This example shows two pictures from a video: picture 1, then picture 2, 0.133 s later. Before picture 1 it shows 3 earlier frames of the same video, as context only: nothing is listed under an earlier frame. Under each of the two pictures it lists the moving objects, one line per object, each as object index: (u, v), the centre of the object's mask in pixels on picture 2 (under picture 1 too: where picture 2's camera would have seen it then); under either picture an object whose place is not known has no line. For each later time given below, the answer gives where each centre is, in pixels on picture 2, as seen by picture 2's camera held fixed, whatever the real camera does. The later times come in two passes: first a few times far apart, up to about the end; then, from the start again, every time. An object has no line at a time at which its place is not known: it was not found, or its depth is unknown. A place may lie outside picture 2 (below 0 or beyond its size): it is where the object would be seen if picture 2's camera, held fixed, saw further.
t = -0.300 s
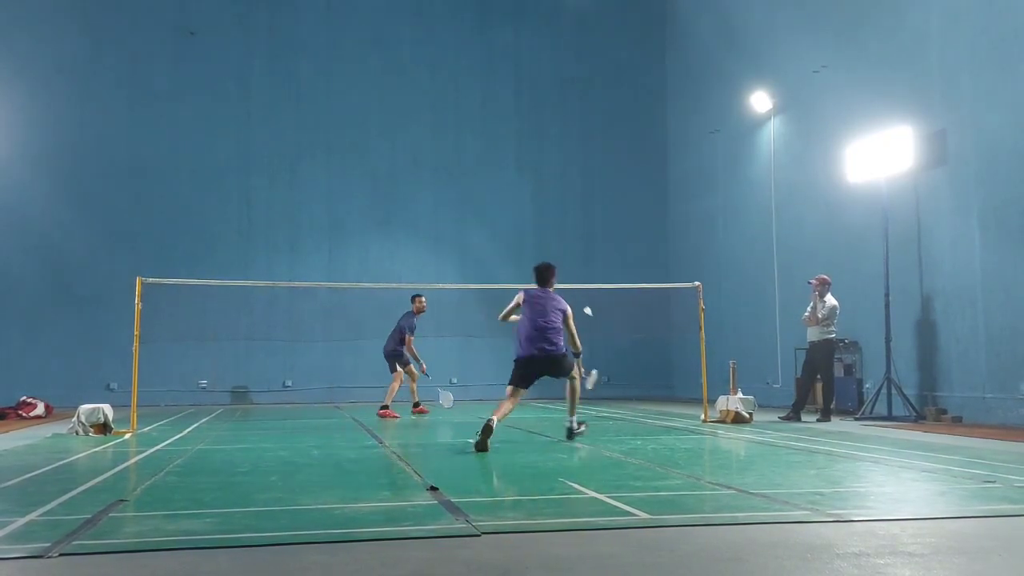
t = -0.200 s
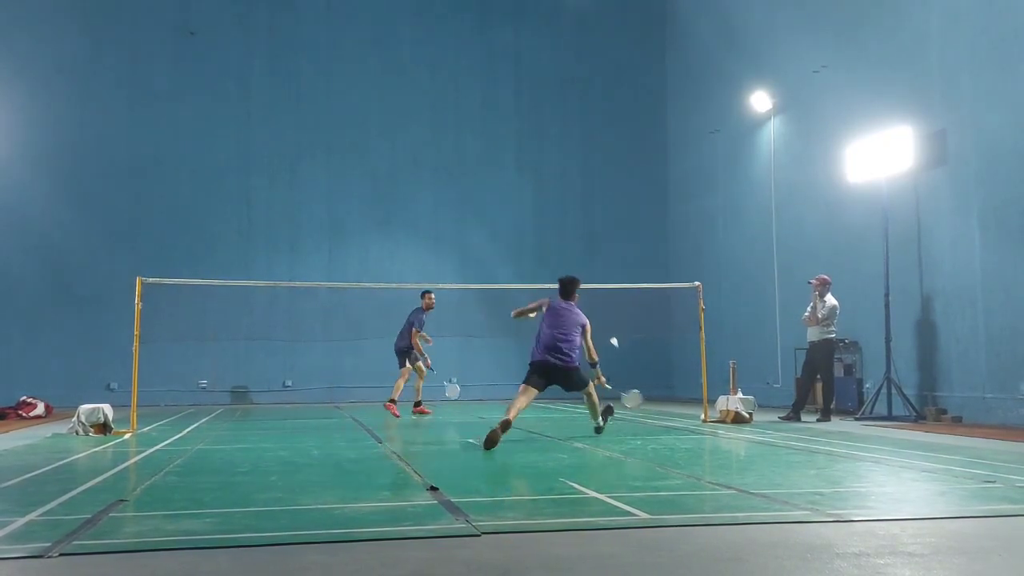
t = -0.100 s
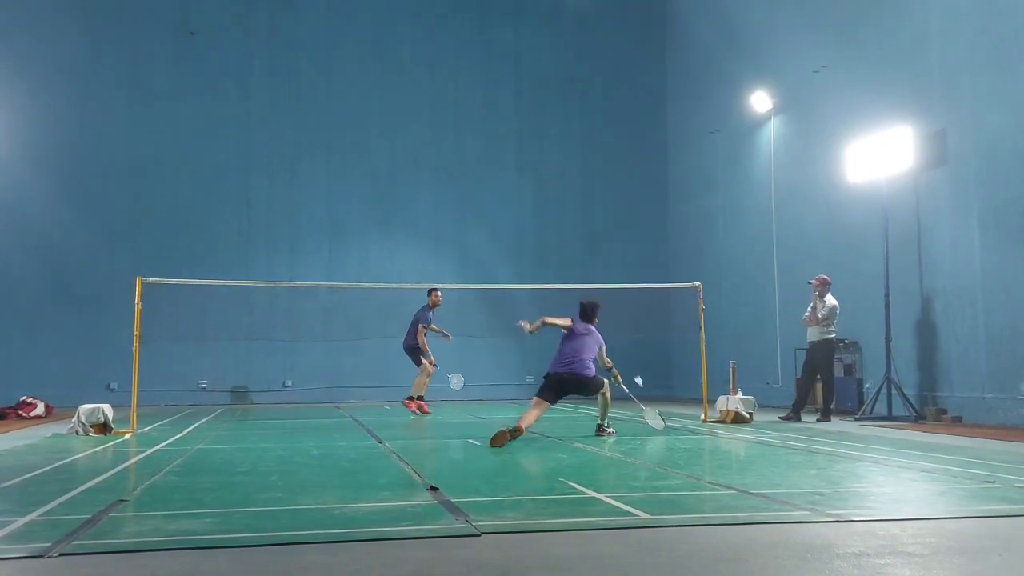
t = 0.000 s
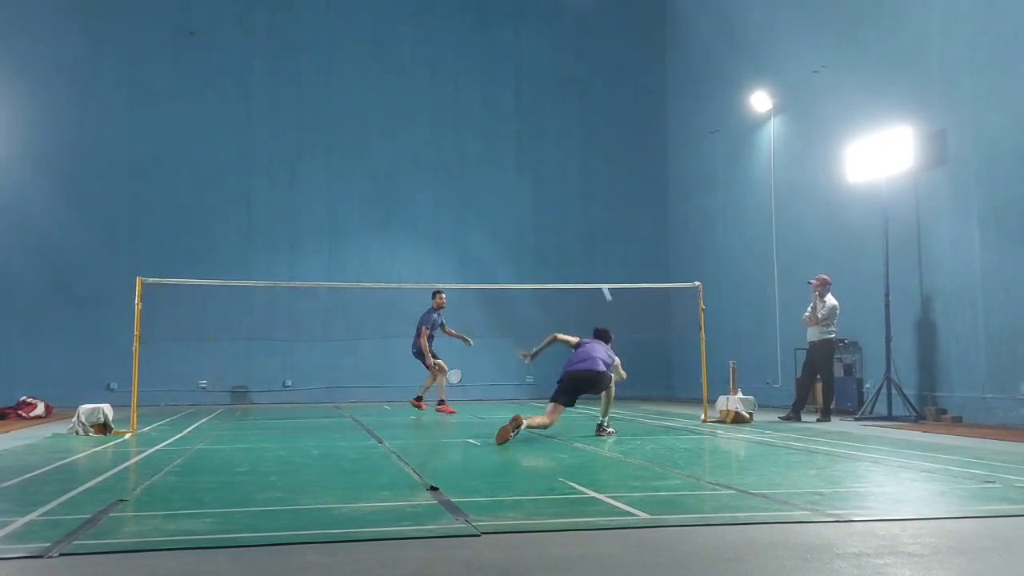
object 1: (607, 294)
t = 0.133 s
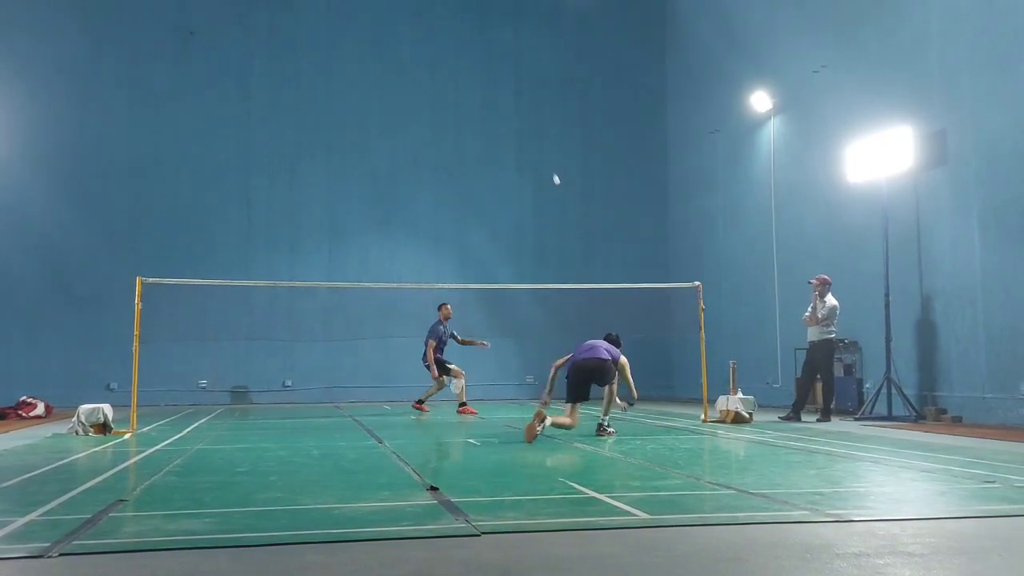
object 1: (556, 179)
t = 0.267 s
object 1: (528, 120)
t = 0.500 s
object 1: (497, 80)
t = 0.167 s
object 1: (548, 161)
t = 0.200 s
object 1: (540, 145)
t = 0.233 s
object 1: (534, 132)
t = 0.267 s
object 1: (528, 120)
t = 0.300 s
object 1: (522, 111)
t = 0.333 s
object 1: (517, 103)
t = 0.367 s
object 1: (512, 96)
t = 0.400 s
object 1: (508, 91)
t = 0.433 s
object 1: (504, 86)
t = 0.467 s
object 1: (500, 83)
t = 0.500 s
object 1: (497, 80)
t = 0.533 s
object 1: (493, 78)
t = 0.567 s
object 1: (490, 77)
